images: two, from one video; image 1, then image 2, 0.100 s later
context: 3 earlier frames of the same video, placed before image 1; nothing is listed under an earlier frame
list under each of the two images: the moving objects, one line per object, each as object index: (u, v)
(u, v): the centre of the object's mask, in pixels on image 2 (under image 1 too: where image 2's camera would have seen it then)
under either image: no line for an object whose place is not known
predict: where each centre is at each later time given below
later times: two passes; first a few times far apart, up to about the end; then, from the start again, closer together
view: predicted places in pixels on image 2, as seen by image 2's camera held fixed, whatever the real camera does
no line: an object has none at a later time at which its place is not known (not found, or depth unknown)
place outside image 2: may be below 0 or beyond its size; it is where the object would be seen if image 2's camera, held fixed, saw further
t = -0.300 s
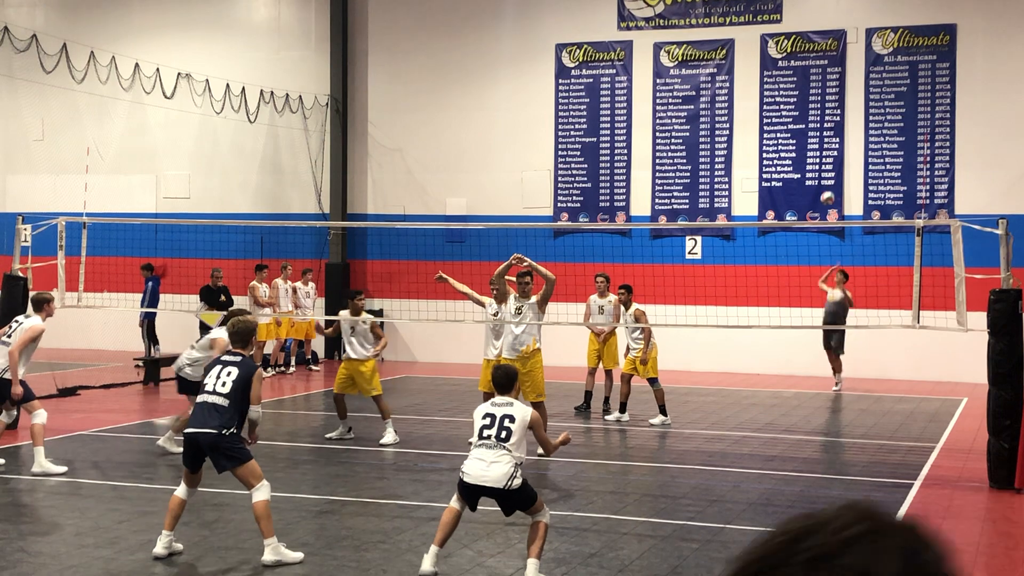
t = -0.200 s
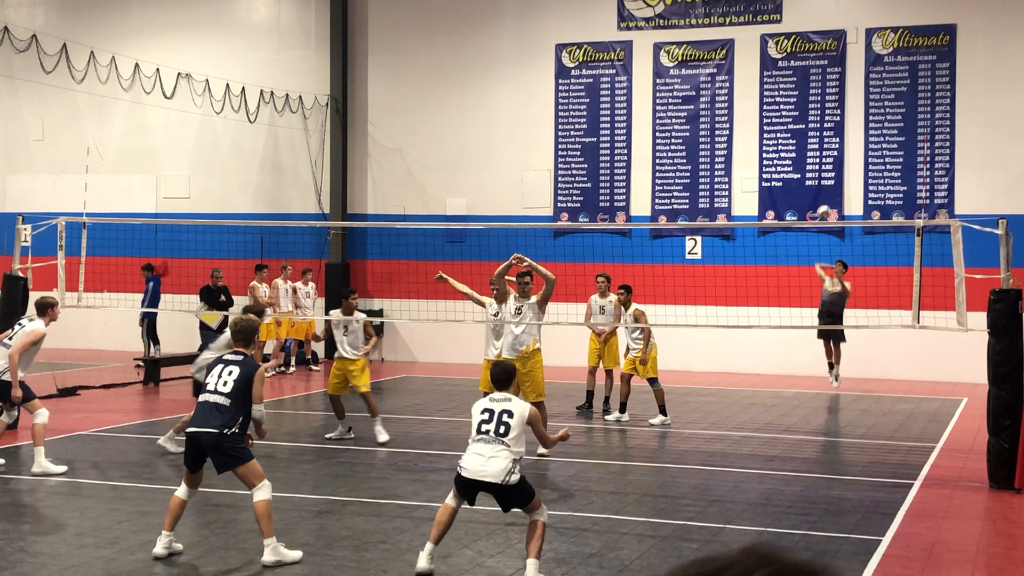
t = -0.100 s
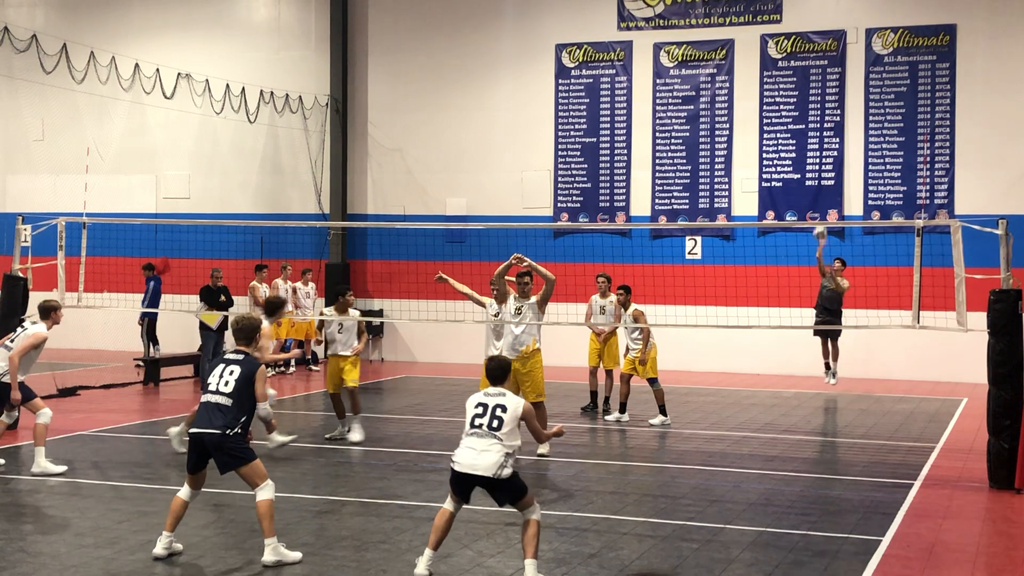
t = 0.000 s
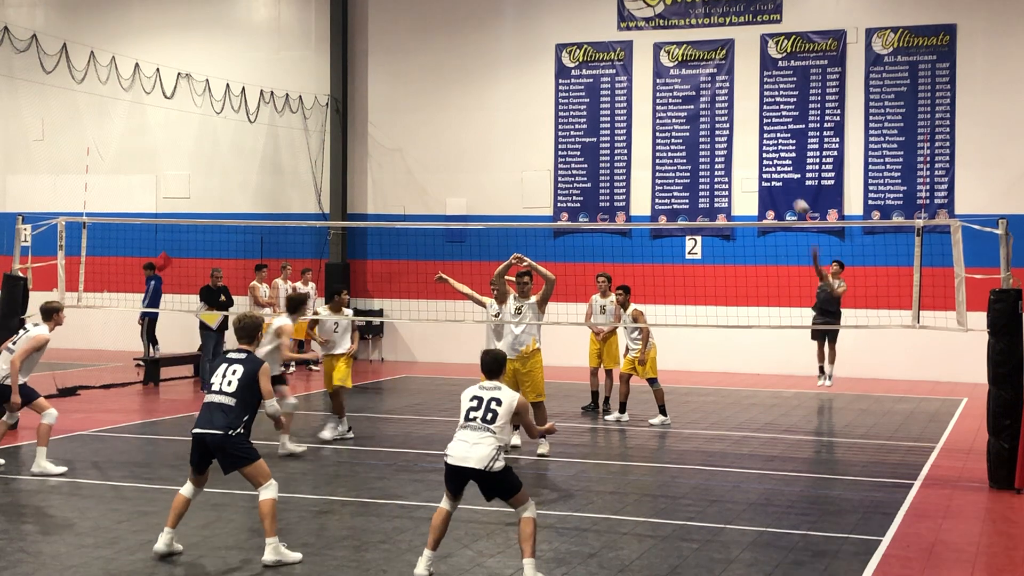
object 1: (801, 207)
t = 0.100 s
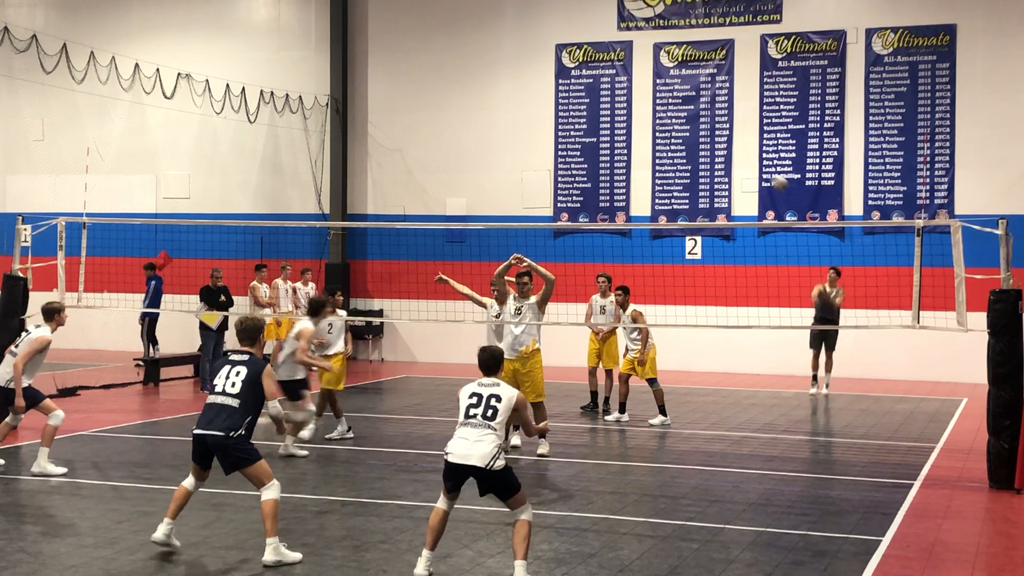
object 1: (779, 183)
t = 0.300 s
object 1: (724, 151)
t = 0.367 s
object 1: (702, 147)
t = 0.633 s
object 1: (595, 177)
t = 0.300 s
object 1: (724, 151)
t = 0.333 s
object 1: (714, 149)
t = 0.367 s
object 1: (702, 147)
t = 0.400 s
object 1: (691, 146)
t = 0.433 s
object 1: (680, 147)
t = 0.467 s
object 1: (668, 148)
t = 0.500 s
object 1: (655, 152)
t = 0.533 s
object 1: (640, 158)
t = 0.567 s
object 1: (626, 162)
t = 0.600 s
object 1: (611, 168)
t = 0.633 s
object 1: (595, 177)
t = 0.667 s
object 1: (580, 187)
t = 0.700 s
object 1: (561, 201)
